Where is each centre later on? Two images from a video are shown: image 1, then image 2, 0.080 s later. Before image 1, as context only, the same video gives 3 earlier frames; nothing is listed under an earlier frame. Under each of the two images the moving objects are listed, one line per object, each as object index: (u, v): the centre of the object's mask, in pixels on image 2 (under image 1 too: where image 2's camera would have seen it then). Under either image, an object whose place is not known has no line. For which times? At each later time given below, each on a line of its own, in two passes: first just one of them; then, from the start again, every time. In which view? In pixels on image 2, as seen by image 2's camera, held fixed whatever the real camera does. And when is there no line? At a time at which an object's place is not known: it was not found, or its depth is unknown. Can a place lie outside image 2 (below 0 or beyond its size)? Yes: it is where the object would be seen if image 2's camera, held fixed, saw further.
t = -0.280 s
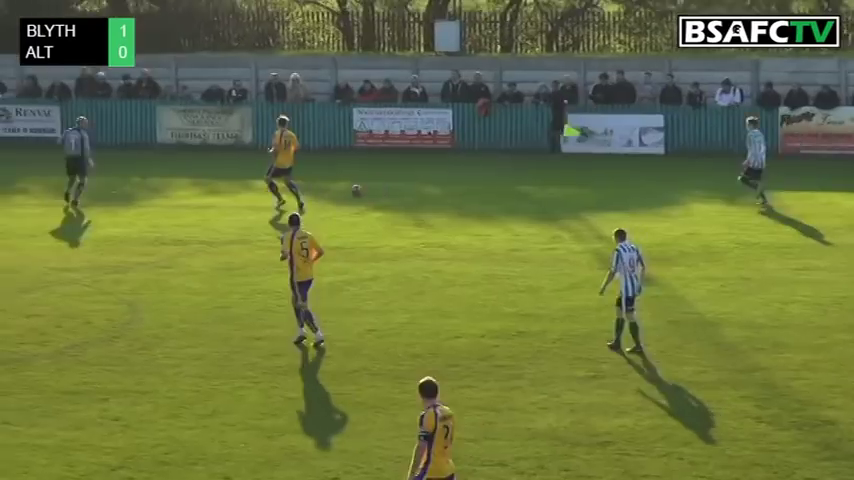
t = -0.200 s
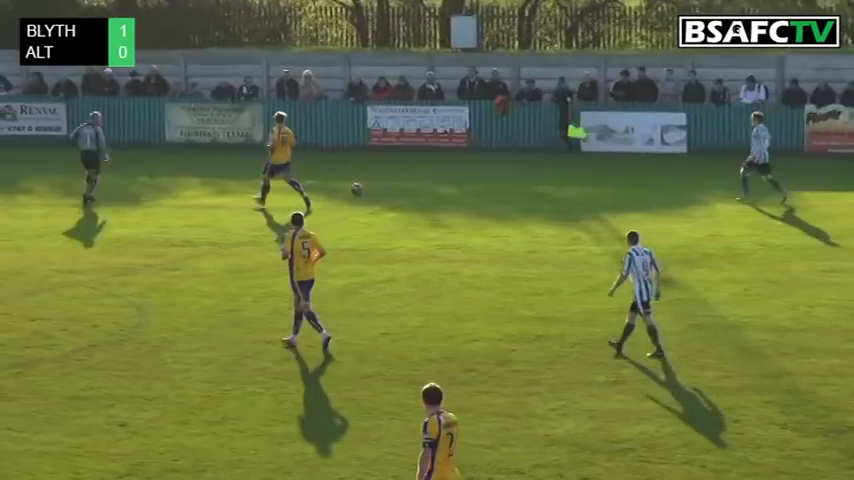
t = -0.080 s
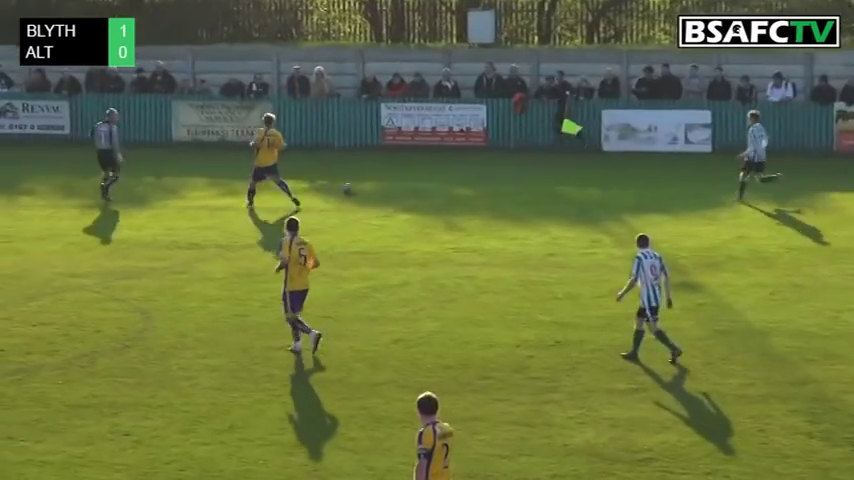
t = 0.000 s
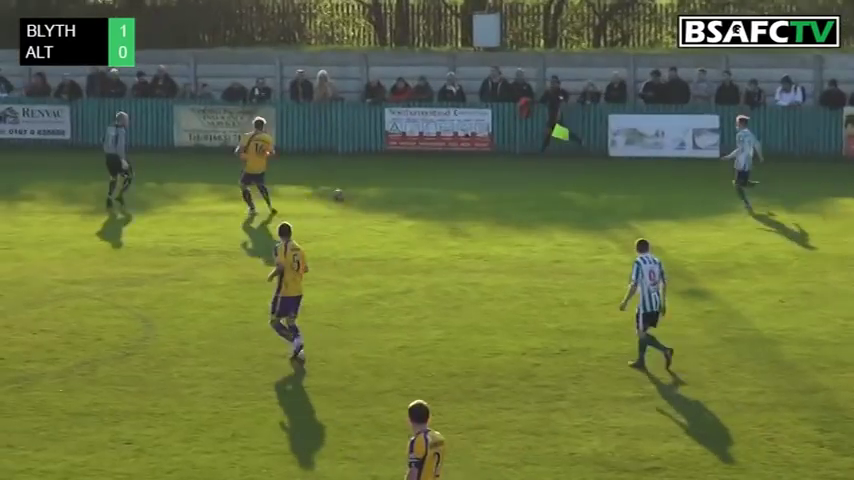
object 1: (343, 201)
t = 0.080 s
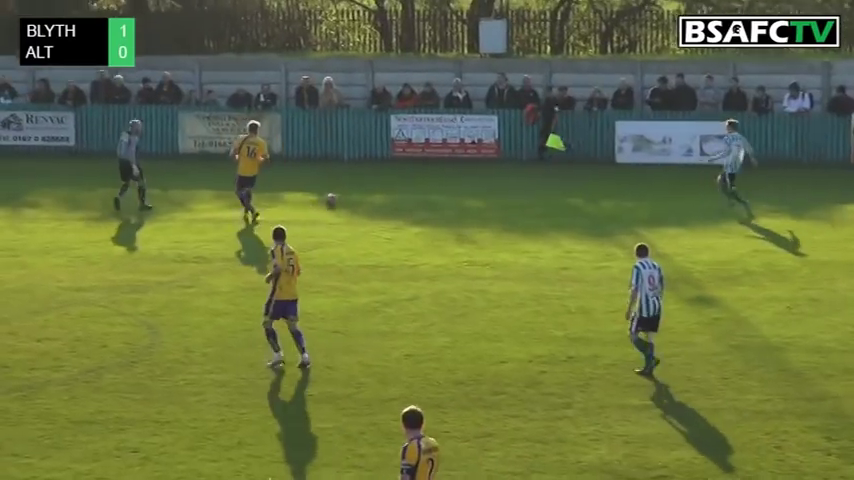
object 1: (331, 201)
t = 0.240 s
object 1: (309, 201)
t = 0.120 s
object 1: (324, 201)
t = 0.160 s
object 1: (320, 201)
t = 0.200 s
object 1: (313, 201)
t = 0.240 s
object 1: (309, 201)
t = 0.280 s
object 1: (304, 201)
